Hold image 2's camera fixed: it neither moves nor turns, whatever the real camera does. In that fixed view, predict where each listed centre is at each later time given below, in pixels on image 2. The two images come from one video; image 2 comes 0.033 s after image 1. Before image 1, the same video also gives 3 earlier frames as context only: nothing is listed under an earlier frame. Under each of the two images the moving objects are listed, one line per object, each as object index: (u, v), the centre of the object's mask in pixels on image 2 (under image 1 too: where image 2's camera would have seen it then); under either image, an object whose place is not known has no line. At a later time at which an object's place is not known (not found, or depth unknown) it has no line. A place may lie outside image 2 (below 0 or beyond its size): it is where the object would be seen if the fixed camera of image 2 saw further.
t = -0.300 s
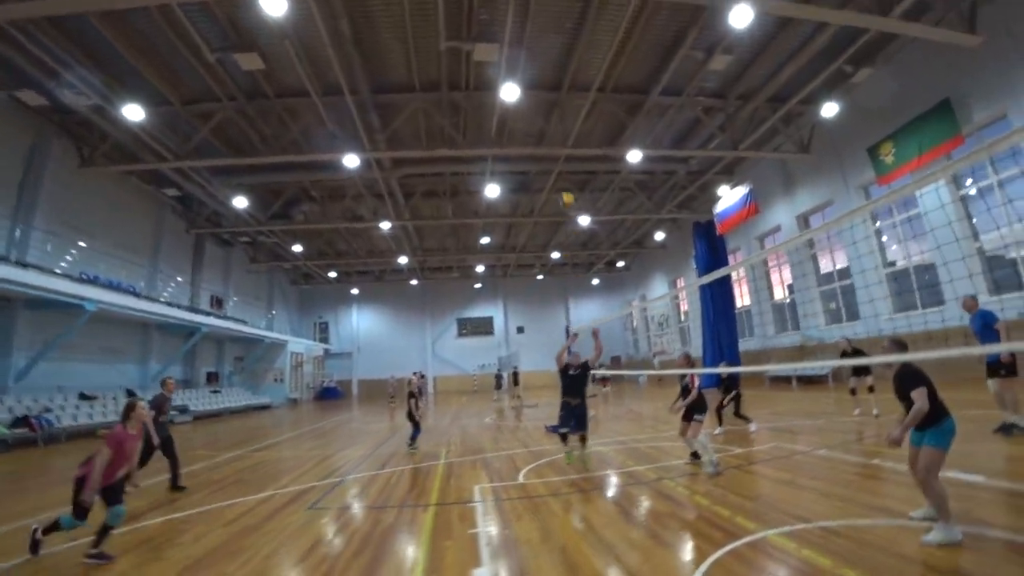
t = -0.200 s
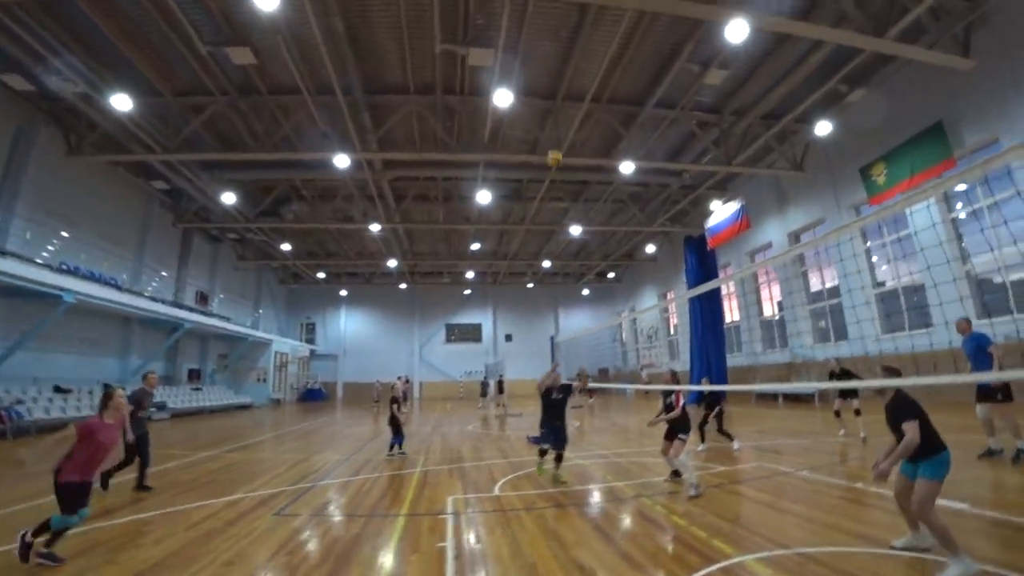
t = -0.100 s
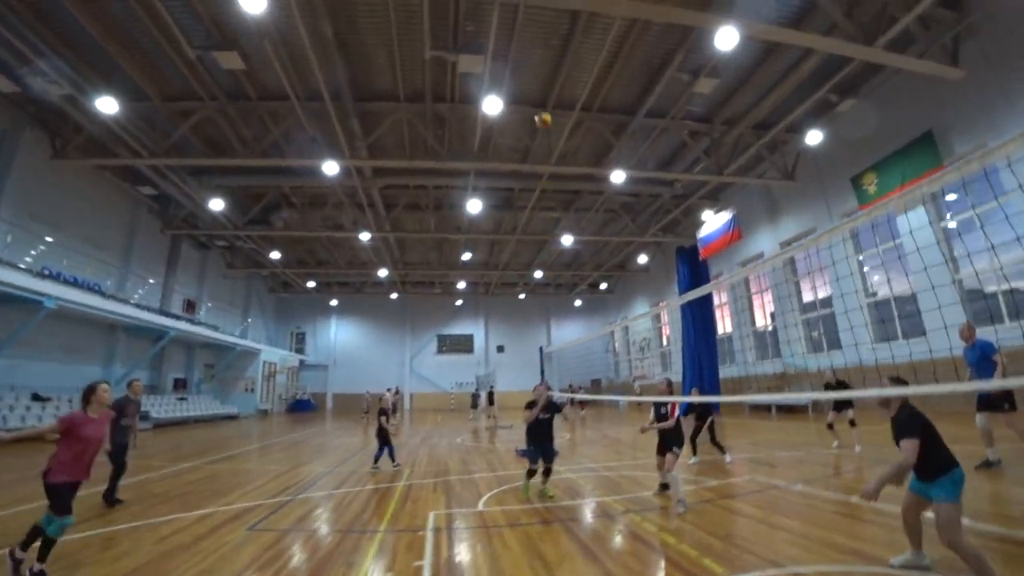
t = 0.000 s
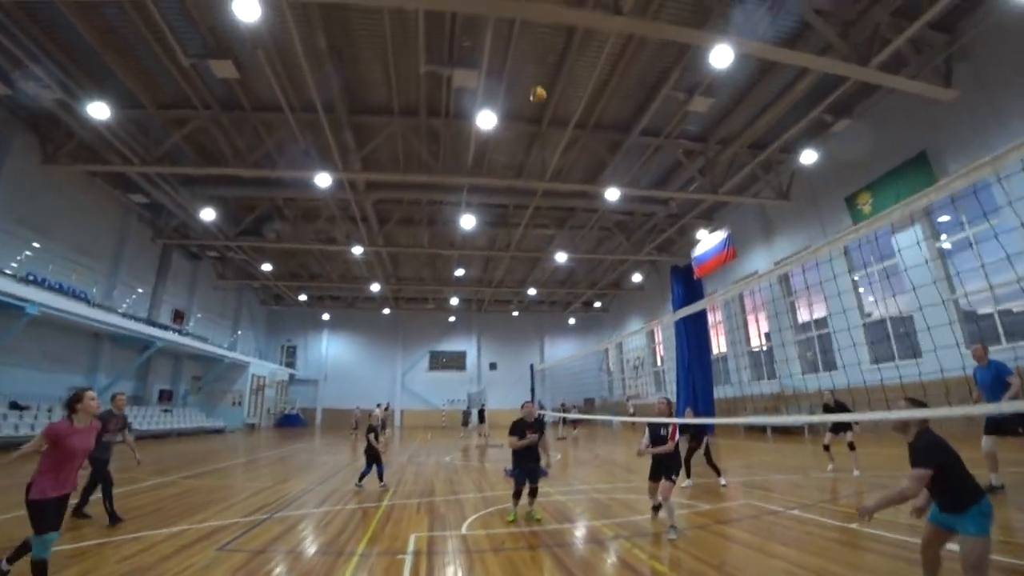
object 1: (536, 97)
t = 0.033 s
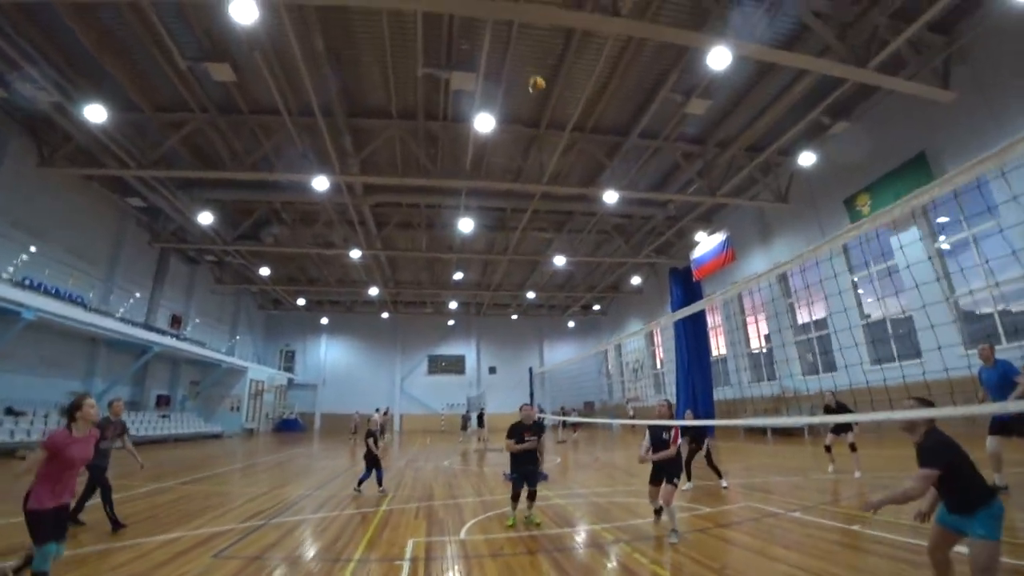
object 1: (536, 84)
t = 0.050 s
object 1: (536, 78)
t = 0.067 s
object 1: (537, 72)
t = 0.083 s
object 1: (537, 68)
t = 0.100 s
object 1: (537, 62)
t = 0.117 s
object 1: (538, 57)
